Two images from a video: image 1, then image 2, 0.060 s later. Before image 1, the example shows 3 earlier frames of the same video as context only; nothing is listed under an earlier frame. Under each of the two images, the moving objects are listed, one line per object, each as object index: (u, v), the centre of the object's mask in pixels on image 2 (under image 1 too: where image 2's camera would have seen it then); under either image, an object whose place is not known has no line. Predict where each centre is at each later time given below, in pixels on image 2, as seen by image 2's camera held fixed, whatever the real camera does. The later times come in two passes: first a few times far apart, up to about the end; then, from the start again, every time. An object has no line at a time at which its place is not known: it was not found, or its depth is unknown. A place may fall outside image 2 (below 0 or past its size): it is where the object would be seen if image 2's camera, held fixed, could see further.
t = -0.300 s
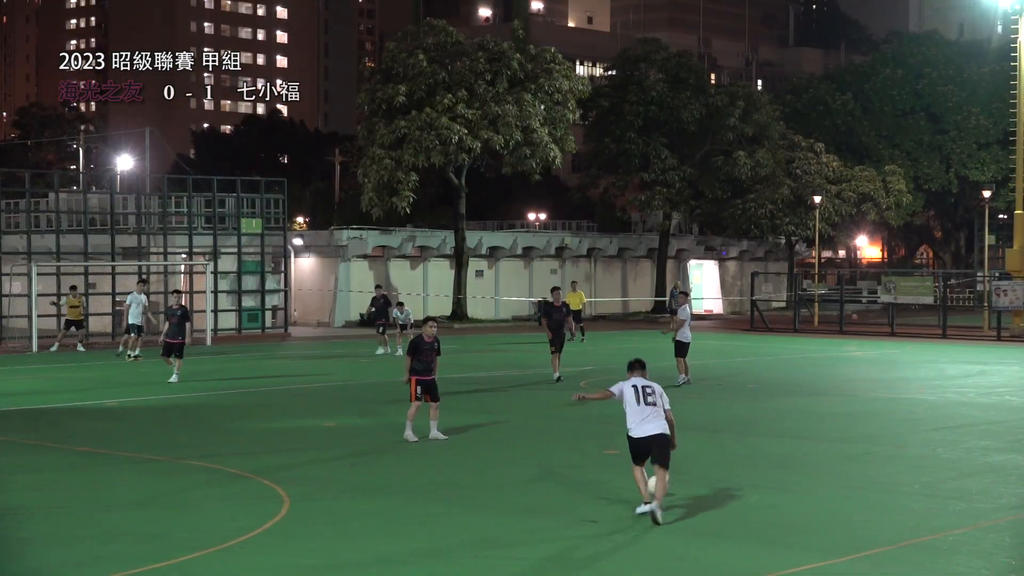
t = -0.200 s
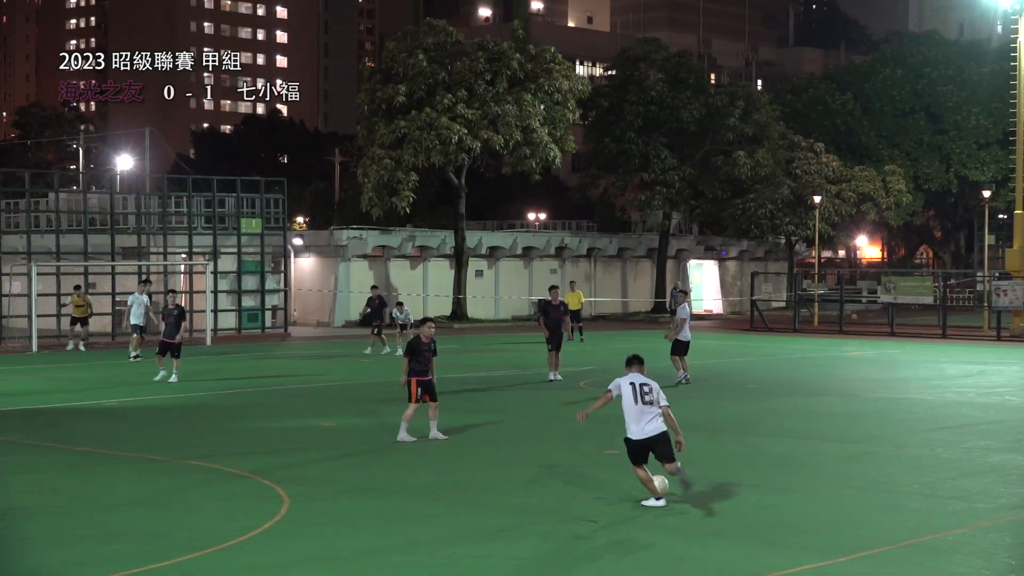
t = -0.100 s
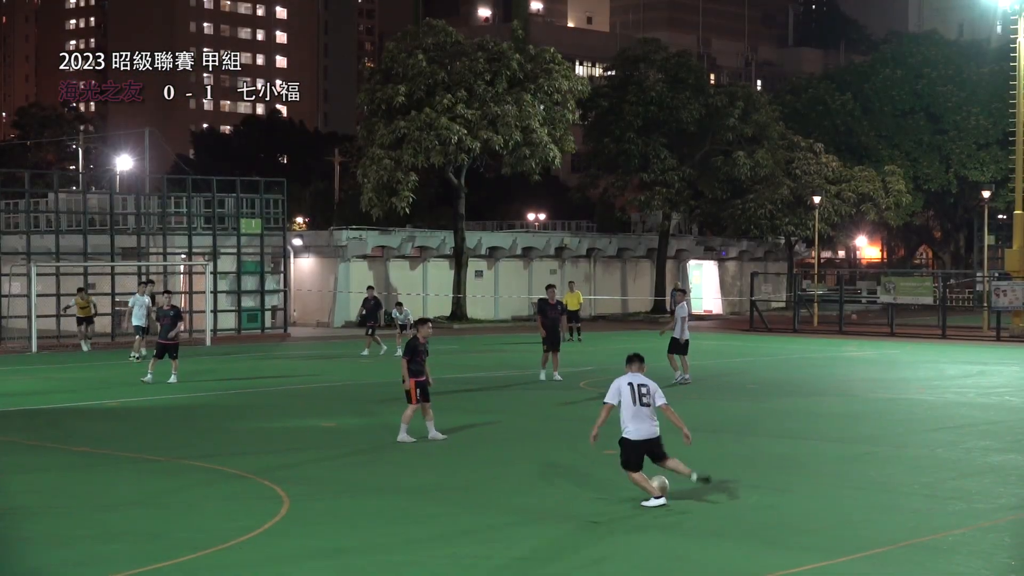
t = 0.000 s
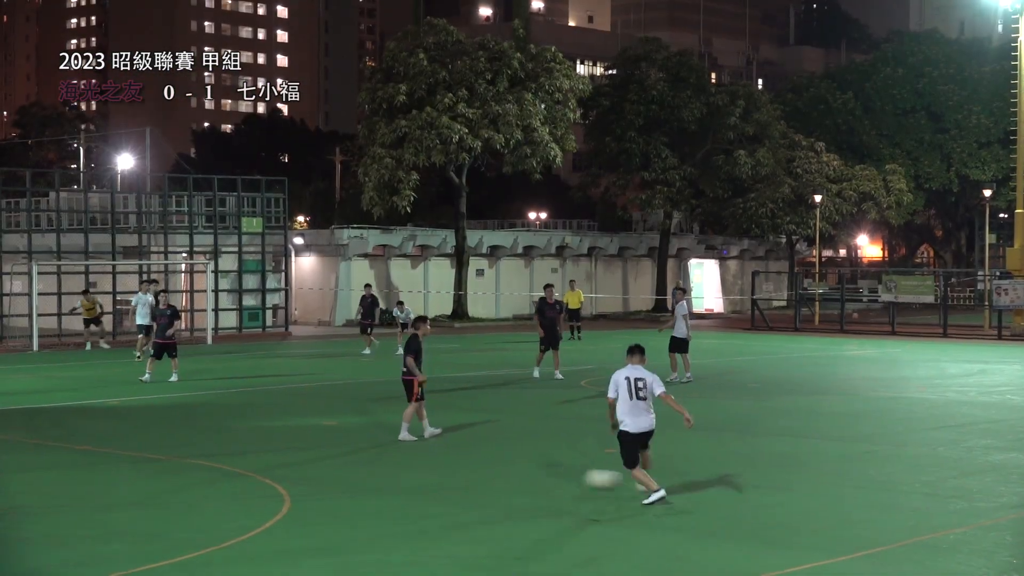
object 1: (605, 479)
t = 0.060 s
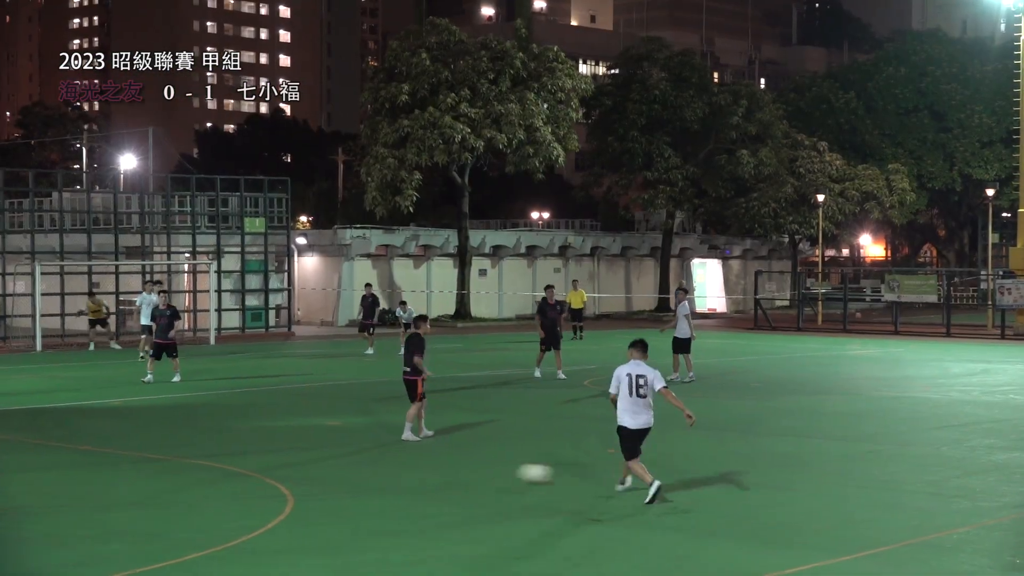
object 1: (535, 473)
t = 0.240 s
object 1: (354, 464)
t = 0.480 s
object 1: (169, 451)
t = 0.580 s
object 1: (105, 448)
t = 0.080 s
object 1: (512, 473)
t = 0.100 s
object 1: (490, 472)
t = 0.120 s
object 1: (469, 470)
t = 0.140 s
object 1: (450, 468)
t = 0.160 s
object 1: (430, 466)
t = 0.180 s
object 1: (410, 465)
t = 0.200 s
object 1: (391, 465)
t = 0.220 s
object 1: (372, 465)
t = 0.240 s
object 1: (354, 464)
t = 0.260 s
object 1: (337, 462)
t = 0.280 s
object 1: (320, 460)
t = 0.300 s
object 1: (304, 459)
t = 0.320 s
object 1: (288, 459)
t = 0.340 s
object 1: (271, 458)
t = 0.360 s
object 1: (255, 458)
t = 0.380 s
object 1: (240, 456)
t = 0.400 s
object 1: (226, 454)
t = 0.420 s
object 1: (211, 453)
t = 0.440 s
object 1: (197, 452)
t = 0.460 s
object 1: (183, 451)
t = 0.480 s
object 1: (169, 451)
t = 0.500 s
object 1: (155, 452)
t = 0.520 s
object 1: (142, 451)
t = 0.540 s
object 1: (129, 449)
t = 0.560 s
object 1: (117, 448)
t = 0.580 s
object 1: (105, 448)
